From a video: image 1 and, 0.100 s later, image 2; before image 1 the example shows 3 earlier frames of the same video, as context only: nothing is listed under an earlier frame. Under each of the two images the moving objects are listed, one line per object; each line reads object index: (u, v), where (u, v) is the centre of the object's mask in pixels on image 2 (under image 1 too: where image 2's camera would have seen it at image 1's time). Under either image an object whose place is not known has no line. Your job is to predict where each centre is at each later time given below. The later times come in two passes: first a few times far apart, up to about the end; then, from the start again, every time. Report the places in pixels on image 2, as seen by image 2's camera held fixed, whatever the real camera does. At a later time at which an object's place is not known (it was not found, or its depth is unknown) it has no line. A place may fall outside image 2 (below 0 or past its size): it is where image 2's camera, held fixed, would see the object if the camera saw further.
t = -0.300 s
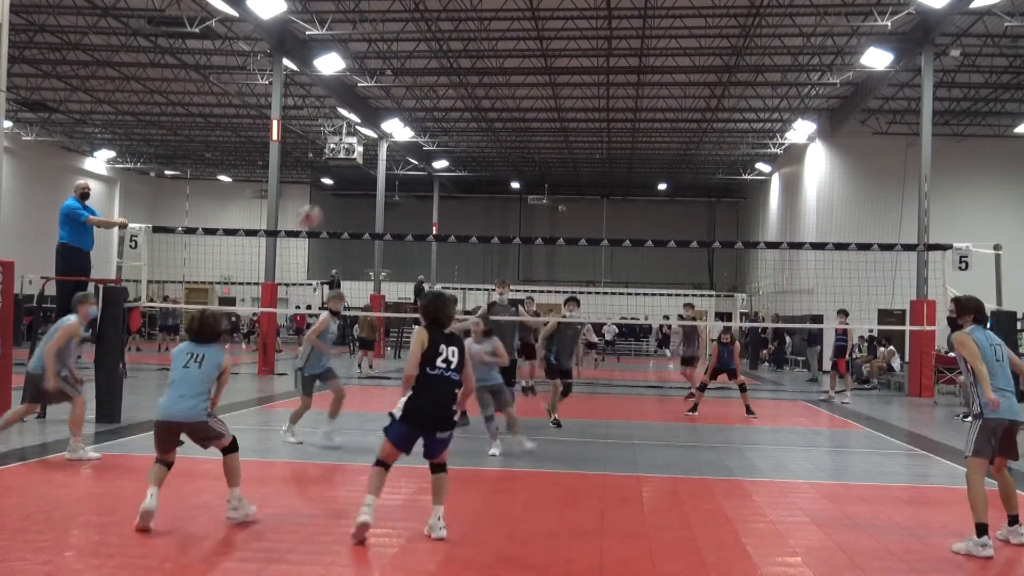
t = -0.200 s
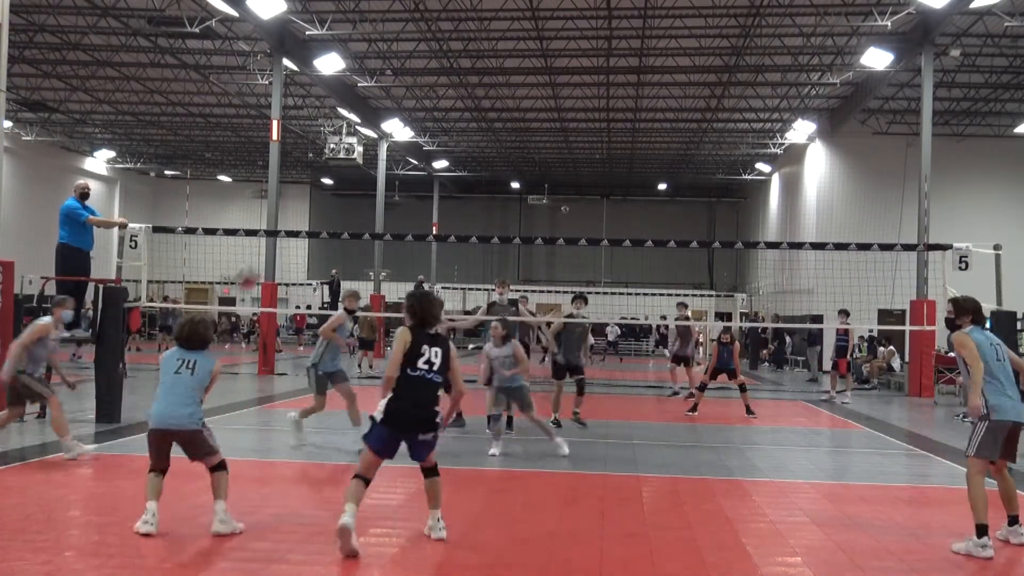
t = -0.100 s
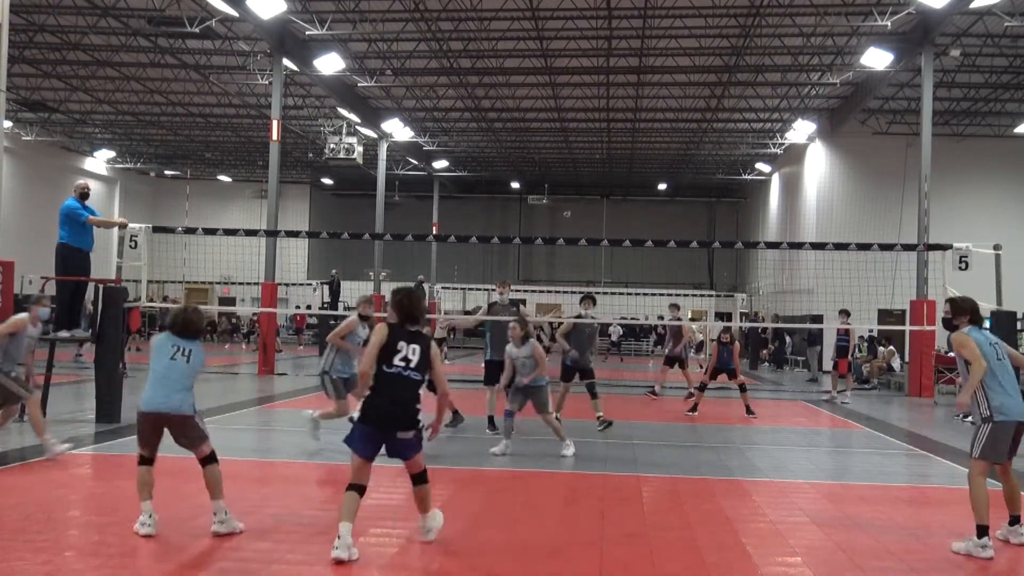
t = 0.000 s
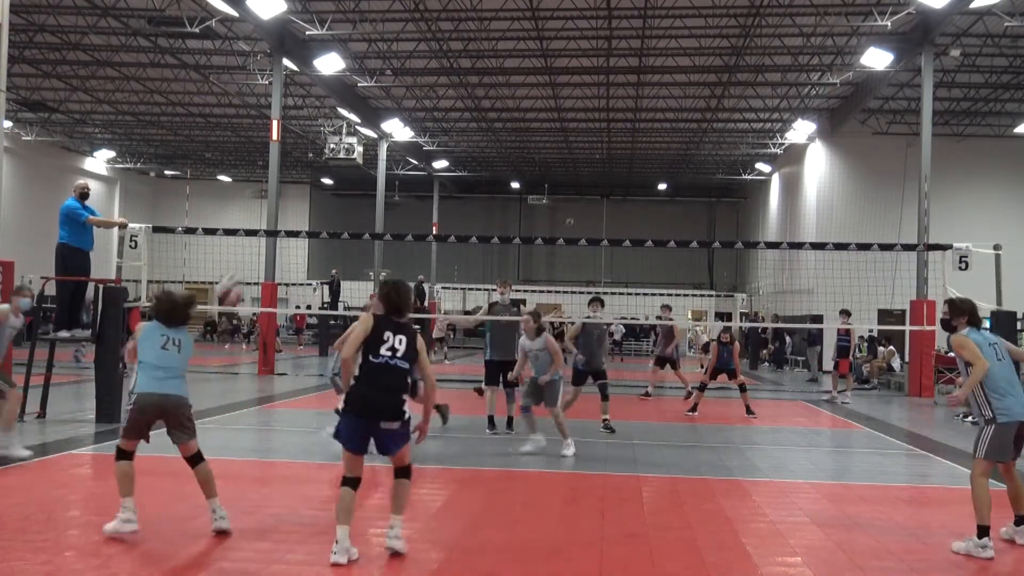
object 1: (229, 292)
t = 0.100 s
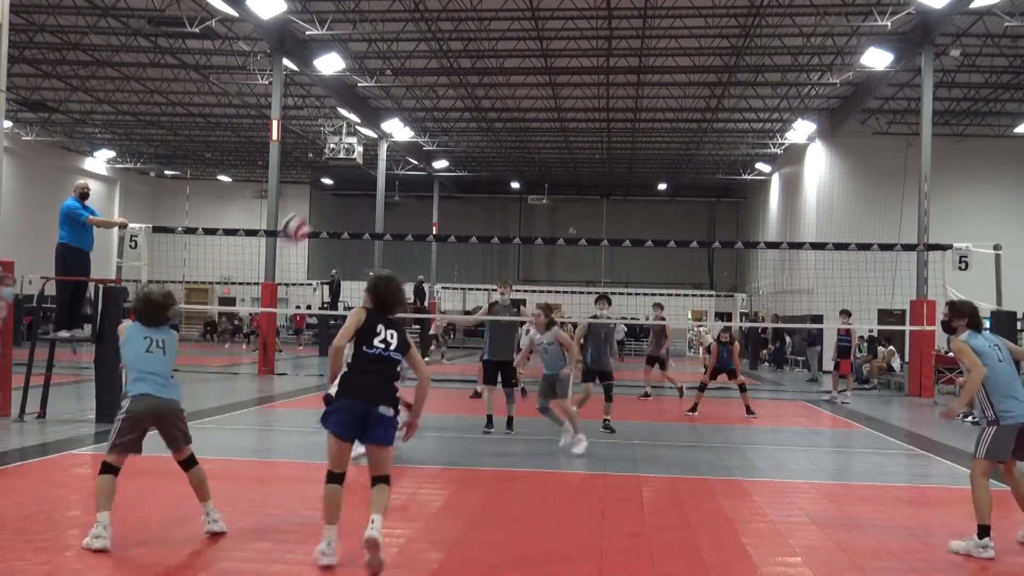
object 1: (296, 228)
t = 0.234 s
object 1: (374, 171)
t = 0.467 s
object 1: (504, 130)
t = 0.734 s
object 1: (631, 168)
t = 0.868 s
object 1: (688, 217)
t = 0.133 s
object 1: (317, 209)
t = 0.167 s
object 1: (337, 195)
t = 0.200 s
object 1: (357, 182)
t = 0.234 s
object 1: (374, 171)
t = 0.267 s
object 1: (397, 159)
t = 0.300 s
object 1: (413, 151)
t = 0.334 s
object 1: (433, 144)
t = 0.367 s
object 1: (452, 137)
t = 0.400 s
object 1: (470, 133)
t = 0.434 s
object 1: (487, 131)
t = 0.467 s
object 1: (504, 130)
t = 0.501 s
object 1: (520, 130)
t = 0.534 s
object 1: (537, 131)
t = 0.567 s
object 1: (554, 134)
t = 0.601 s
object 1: (570, 139)
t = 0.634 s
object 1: (585, 144)
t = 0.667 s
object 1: (600, 151)
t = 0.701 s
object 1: (616, 158)
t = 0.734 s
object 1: (631, 168)
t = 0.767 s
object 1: (645, 178)
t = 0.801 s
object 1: (660, 191)
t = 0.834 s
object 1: (674, 202)
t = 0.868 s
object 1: (688, 217)
